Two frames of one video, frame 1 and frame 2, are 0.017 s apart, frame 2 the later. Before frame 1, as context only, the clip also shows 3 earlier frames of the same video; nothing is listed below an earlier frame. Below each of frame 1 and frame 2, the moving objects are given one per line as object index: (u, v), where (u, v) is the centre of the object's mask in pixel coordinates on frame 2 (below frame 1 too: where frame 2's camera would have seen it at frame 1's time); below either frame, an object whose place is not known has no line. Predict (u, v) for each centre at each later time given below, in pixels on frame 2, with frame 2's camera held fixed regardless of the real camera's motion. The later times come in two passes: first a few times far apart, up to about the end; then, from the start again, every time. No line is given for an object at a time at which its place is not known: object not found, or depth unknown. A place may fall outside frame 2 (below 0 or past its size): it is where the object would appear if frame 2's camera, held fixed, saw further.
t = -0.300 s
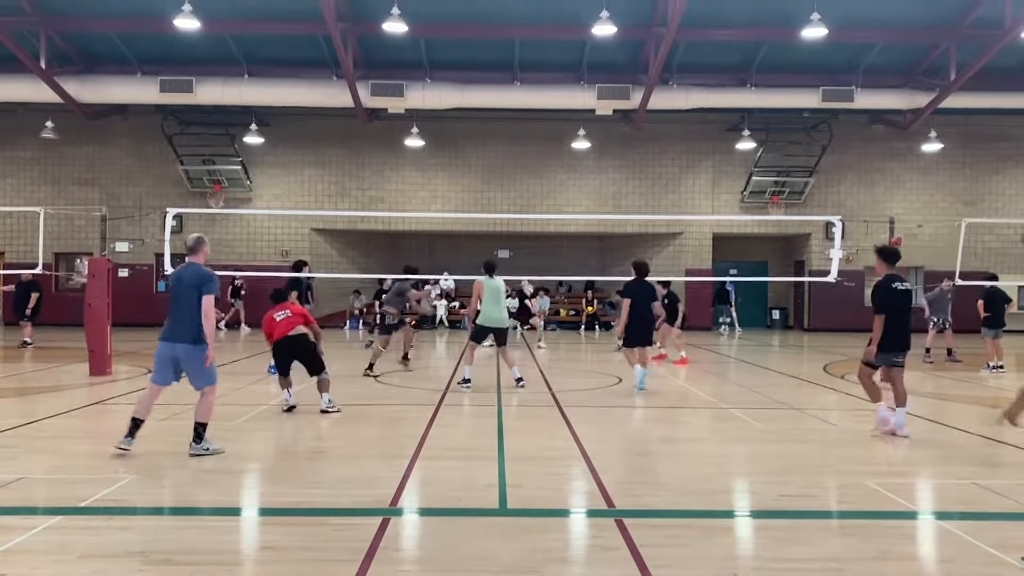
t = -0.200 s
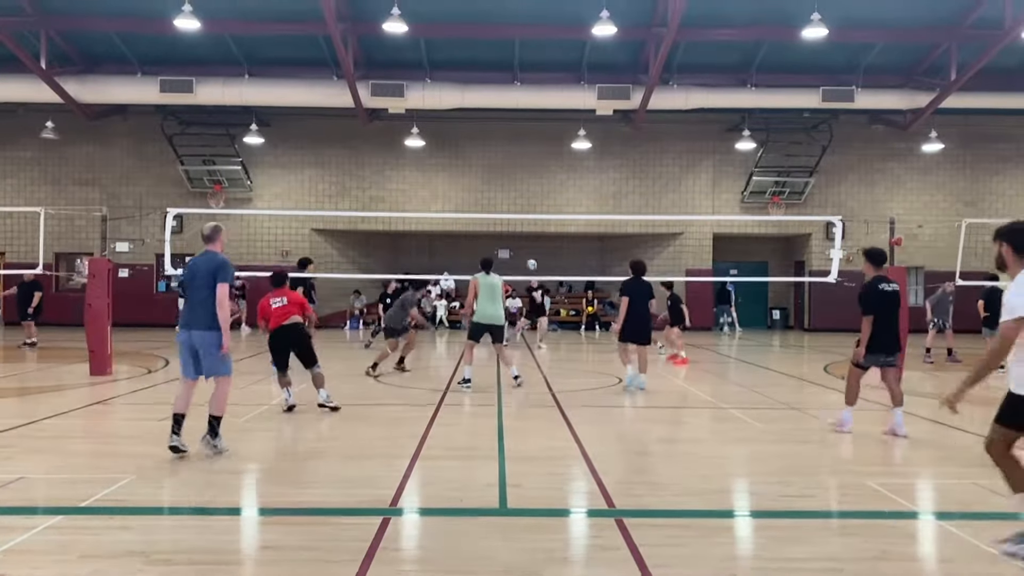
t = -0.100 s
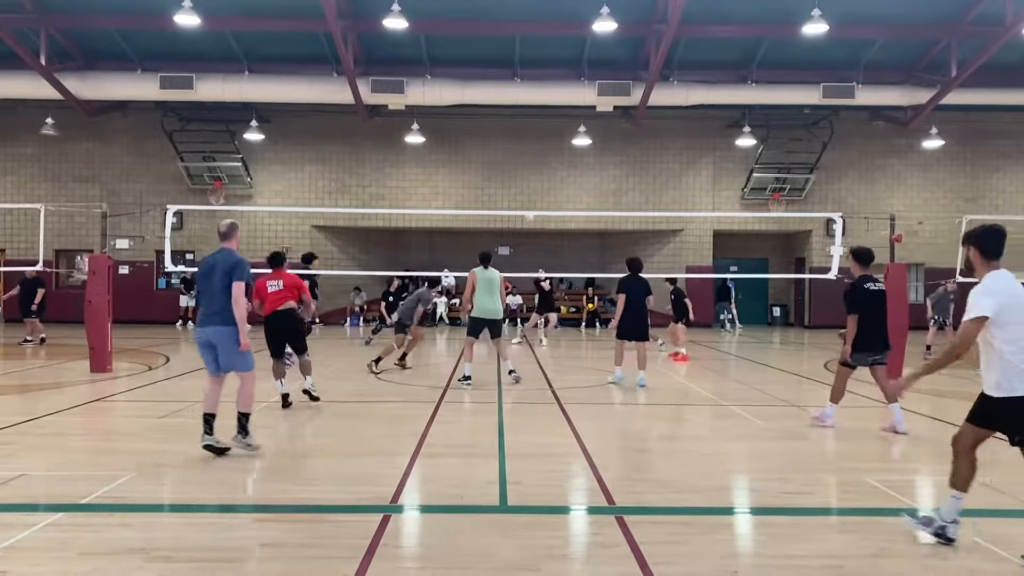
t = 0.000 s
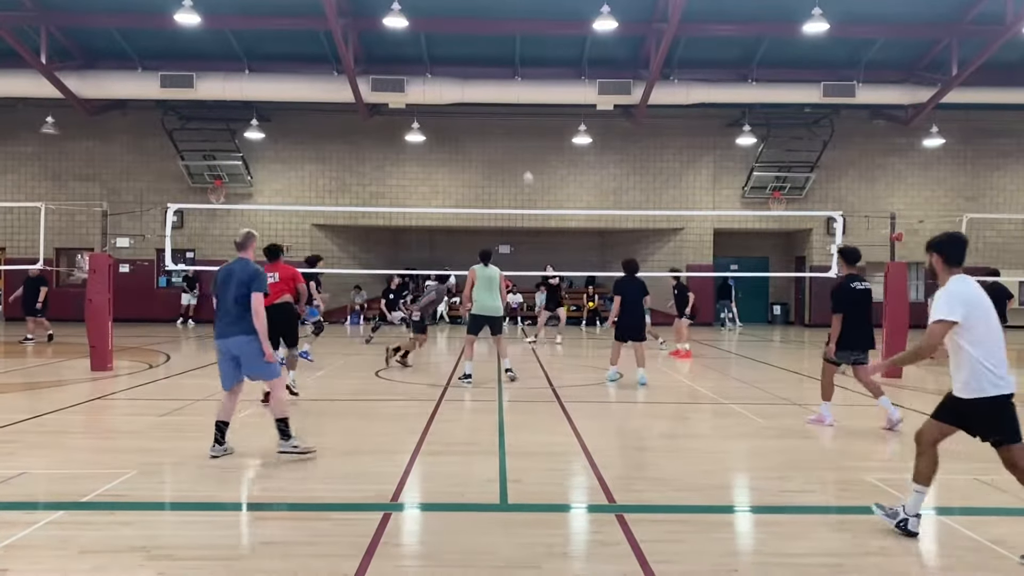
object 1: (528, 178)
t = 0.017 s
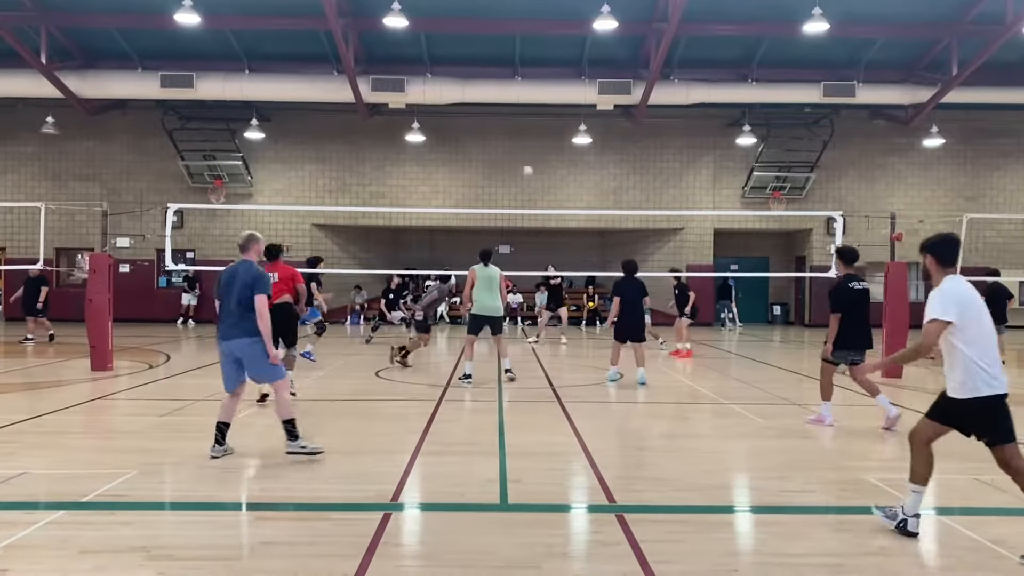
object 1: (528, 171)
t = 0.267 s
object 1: (522, 95)
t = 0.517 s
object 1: (515, 45)
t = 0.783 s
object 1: (508, 25)
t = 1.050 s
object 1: (499, 42)
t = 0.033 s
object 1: (527, 165)
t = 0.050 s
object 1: (527, 160)
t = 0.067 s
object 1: (526, 154)
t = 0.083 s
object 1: (526, 148)
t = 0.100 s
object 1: (525, 143)
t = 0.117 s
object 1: (525, 138)
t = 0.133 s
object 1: (525, 132)
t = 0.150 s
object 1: (524, 127)
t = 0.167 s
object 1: (524, 122)
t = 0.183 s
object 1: (523, 117)
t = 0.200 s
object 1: (523, 113)
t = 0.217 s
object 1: (523, 108)
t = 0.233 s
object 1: (523, 104)
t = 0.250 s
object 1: (523, 99)
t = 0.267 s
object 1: (522, 95)
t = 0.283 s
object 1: (521, 89)
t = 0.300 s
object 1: (521, 84)
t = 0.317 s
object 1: (520, 80)
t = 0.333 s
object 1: (520, 78)
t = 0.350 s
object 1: (519, 74)
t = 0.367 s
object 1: (519, 71)
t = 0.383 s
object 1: (519, 67)
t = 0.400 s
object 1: (518, 64)
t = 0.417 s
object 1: (518, 60)
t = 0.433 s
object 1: (517, 58)
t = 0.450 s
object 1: (517, 55)
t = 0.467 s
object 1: (516, 52)
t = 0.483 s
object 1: (516, 49)
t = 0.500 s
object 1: (515, 47)
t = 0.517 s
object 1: (515, 45)
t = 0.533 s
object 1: (515, 42)
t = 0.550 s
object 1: (514, 40)
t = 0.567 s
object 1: (514, 38)
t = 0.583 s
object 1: (513, 36)
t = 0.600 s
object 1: (513, 34)
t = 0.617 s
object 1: (512, 33)
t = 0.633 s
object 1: (512, 32)
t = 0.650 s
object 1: (511, 30)
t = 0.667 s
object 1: (511, 29)
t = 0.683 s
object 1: (510, 28)
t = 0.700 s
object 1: (510, 27)
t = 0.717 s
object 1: (509, 26)
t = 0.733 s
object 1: (509, 26)
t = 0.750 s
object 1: (509, 26)
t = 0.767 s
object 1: (508, 25)
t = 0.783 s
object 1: (508, 25)
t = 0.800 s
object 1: (507, 25)
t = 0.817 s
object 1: (506, 25)
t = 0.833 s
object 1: (506, 25)
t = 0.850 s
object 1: (506, 26)
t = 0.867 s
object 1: (505, 26)
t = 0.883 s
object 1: (505, 27)
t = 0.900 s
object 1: (504, 27)
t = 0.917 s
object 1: (504, 29)
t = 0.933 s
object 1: (503, 30)
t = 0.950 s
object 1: (503, 31)
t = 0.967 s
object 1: (502, 33)
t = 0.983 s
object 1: (502, 35)
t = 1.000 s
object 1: (501, 36)
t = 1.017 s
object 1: (500, 38)
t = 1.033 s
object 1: (500, 40)
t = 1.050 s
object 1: (499, 42)
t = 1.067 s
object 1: (499, 45)
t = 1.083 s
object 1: (498, 47)
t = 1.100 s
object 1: (498, 50)
